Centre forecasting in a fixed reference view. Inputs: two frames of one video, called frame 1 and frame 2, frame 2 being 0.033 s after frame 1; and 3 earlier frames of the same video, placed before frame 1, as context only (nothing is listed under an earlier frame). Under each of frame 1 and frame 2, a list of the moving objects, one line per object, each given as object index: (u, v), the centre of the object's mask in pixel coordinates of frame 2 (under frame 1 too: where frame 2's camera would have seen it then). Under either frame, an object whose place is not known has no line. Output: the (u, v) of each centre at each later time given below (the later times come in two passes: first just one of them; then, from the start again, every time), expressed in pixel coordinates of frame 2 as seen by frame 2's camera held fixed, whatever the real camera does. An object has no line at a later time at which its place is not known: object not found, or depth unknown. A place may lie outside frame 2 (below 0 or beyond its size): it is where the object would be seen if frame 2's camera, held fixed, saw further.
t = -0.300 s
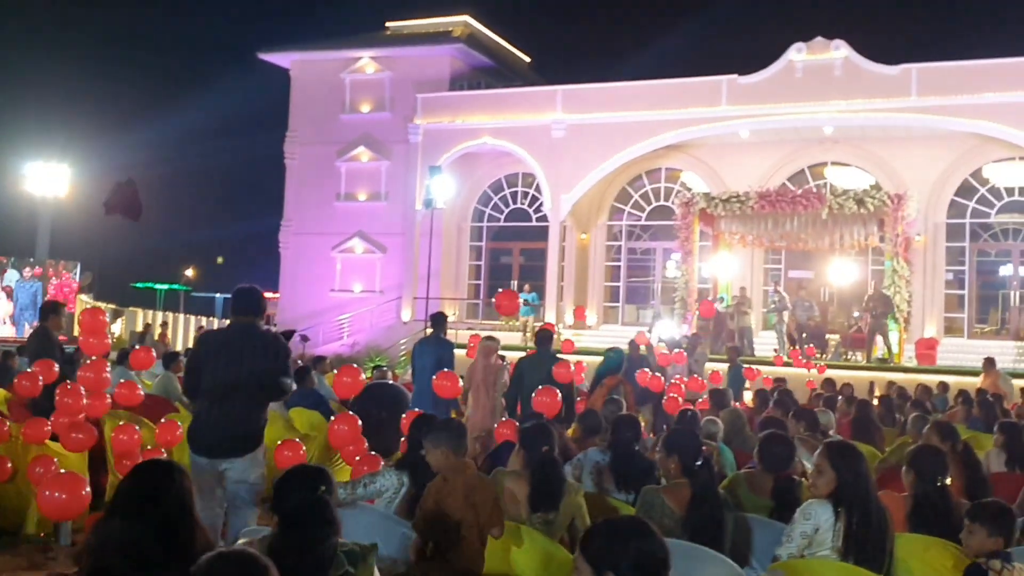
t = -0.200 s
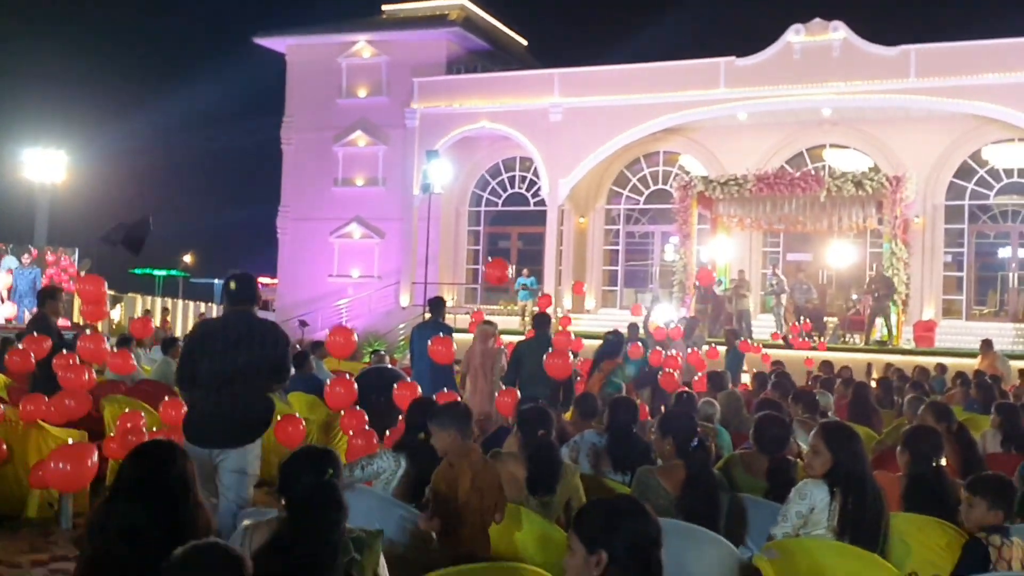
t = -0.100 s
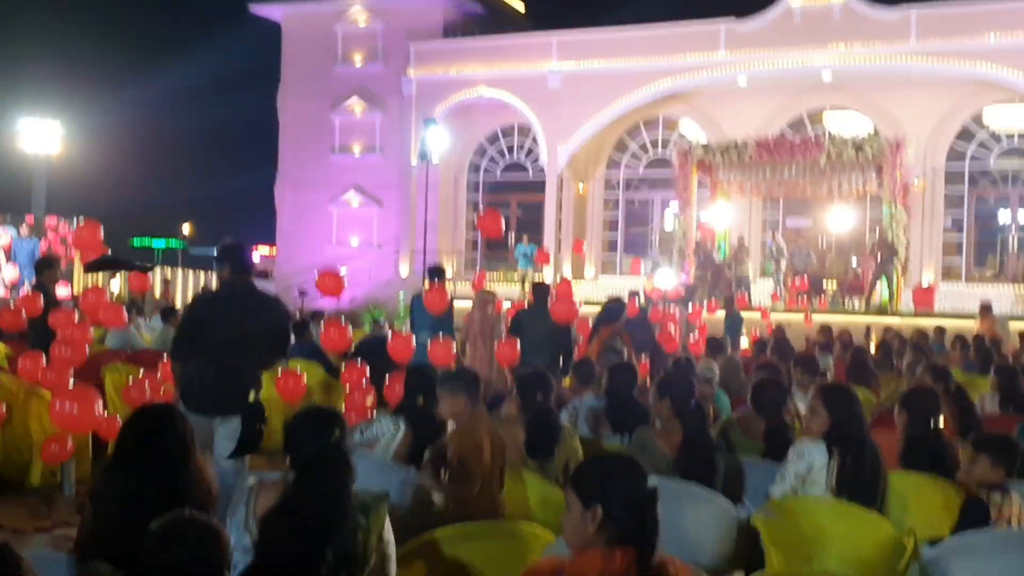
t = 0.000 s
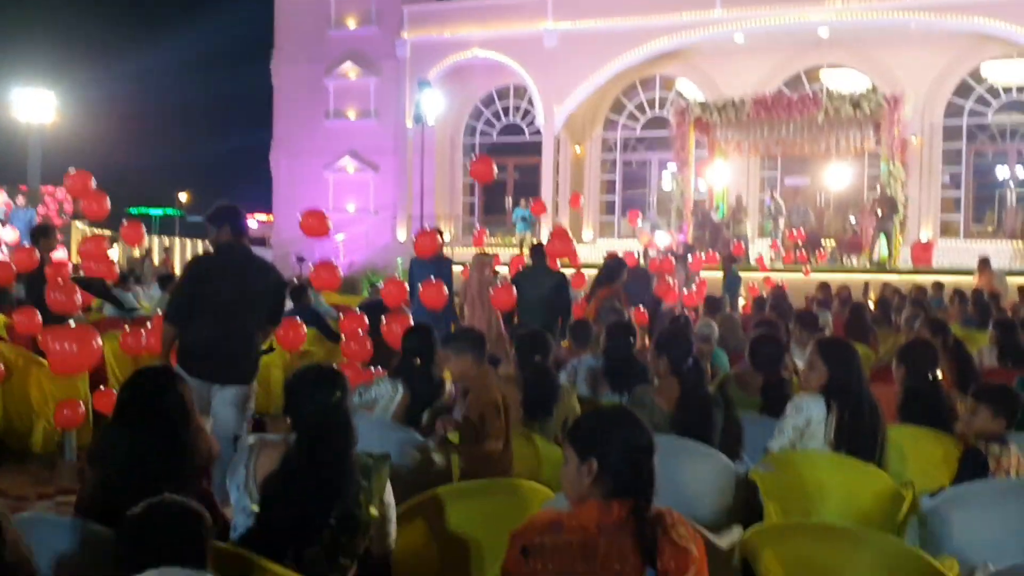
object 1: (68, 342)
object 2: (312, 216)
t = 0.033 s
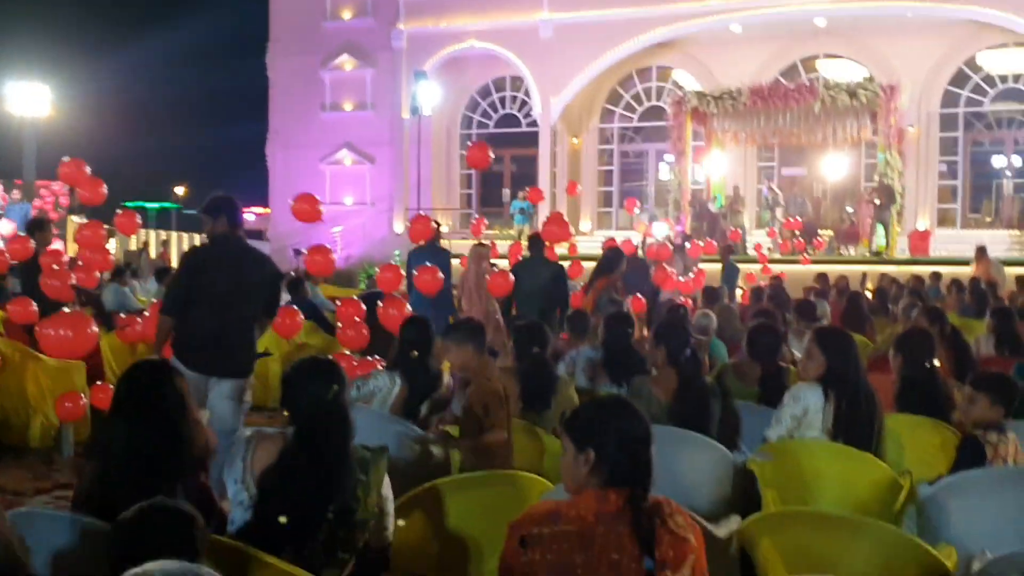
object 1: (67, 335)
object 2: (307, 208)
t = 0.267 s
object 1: (45, 261)
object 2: (275, 155)
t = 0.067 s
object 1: (63, 328)
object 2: (303, 201)
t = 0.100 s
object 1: (64, 318)
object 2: (298, 193)
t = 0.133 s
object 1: (60, 309)
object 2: (294, 185)
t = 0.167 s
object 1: (56, 297)
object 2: (289, 178)
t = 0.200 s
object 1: (50, 286)
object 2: (284, 170)
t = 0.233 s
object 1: (46, 274)
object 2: (279, 163)
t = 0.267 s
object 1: (45, 261)
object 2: (275, 155)
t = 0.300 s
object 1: (43, 246)
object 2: (272, 148)
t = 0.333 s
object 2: (268, 140)
